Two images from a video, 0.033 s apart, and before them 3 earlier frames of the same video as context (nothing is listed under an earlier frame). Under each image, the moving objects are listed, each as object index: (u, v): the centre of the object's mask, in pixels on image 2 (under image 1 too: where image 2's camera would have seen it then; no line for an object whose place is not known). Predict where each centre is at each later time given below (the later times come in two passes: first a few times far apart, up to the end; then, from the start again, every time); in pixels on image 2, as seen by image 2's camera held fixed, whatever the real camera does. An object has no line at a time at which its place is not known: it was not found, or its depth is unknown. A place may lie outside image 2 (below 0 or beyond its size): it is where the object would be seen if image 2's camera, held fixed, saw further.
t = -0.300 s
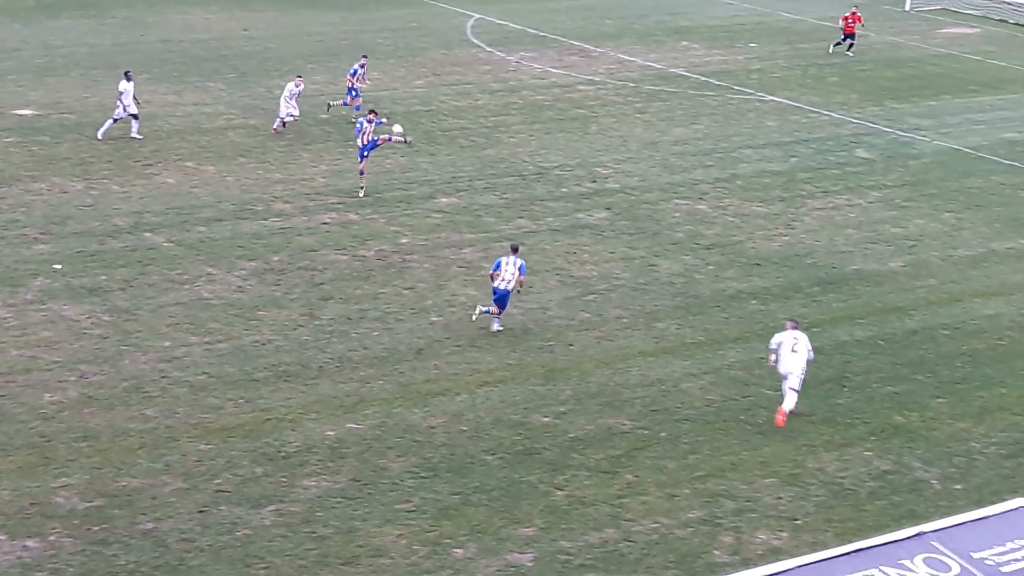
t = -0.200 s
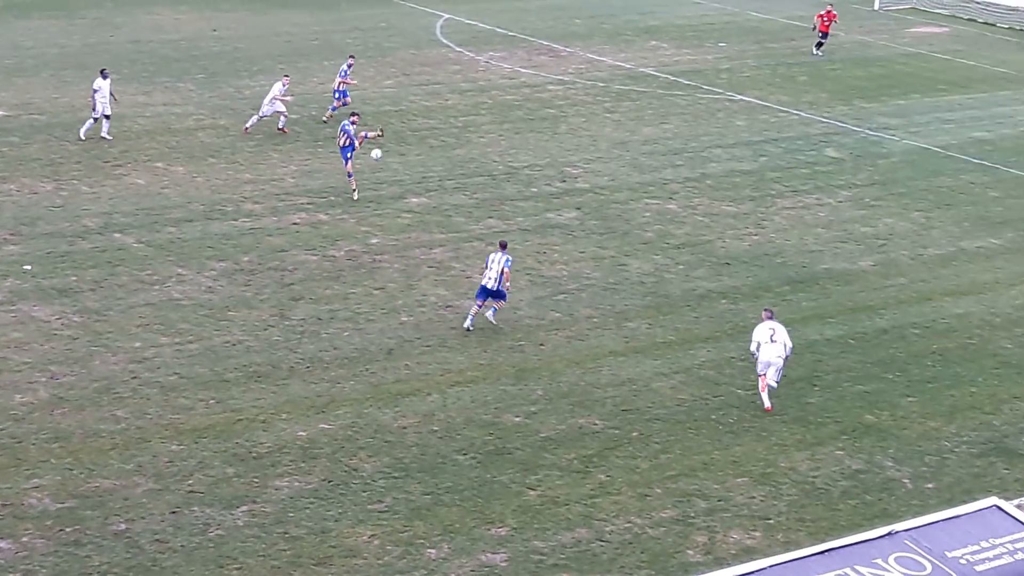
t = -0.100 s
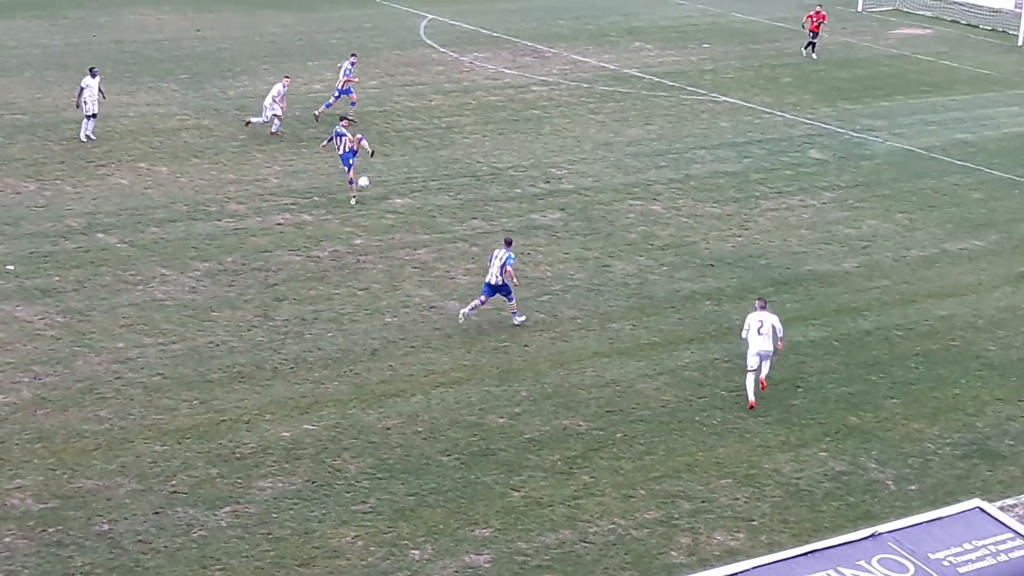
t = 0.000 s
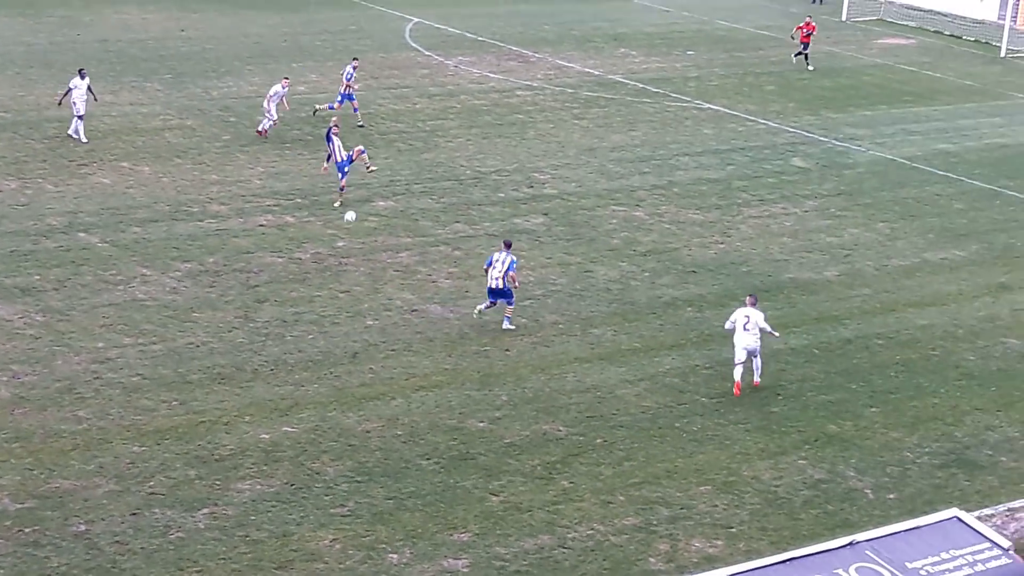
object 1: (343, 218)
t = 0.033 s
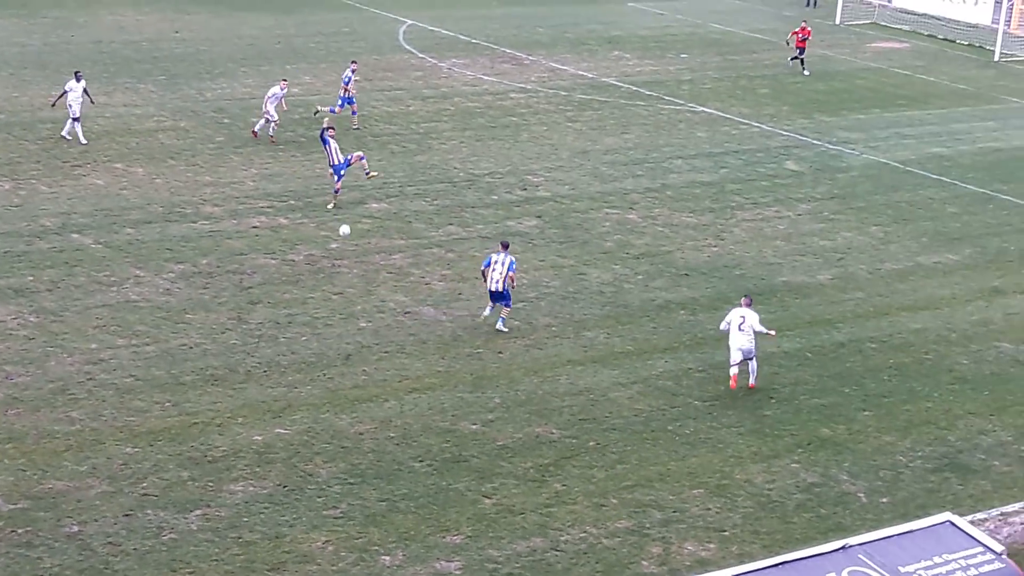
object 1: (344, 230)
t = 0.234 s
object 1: (348, 239)
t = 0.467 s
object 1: (353, 245)
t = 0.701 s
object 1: (360, 278)
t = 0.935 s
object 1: (365, 331)
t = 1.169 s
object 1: (366, 335)
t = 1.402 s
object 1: (365, 369)
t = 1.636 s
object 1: (358, 383)
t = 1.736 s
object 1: (353, 392)
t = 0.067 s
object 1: (346, 244)
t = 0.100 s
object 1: (347, 247)
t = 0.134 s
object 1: (347, 244)
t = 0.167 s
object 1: (348, 242)
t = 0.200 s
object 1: (348, 240)
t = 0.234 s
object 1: (348, 239)
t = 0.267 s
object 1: (349, 239)
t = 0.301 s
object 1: (349, 238)
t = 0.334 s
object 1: (350, 238)
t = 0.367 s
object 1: (350, 240)
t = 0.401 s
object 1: (351, 241)
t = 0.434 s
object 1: (352, 243)
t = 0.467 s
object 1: (353, 245)
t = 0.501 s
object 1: (354, 248)
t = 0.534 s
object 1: (355, 252)
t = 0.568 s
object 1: (356, 256)
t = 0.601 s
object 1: (357, 261)
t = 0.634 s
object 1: (358, 266)
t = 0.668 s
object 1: (359, 272)
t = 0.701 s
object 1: (360, 278)
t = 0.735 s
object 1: (361, 285)
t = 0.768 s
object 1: (362, 293)
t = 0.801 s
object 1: (363, 301)
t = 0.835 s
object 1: (364, 310)
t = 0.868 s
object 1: (365, 319)
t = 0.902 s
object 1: (365, 331)
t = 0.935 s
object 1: (365, 331)
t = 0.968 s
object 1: (364, 329)
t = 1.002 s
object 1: (365, 329)
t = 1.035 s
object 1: (364, 329)
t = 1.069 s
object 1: (365, 330)
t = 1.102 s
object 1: (365, 331)
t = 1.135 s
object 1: (366, 333)
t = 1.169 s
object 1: (366, 335)
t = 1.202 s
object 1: (366, 338)
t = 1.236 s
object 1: (366, 342)
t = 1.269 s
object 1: (367, 345)
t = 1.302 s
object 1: (366, 350)
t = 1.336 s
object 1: (366, 355)
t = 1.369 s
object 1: (366, 362)
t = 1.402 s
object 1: (365, 369)
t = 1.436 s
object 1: (365, 377)
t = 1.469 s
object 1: (364, 378)
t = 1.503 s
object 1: (364, 378)
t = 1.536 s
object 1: (363, 378)
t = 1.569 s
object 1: (361, 379)
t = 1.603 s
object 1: (360, 381)
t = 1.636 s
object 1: (358, 383)
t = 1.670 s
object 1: (357, 386)
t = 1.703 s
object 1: (355, 389)
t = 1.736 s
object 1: (353, 392)
